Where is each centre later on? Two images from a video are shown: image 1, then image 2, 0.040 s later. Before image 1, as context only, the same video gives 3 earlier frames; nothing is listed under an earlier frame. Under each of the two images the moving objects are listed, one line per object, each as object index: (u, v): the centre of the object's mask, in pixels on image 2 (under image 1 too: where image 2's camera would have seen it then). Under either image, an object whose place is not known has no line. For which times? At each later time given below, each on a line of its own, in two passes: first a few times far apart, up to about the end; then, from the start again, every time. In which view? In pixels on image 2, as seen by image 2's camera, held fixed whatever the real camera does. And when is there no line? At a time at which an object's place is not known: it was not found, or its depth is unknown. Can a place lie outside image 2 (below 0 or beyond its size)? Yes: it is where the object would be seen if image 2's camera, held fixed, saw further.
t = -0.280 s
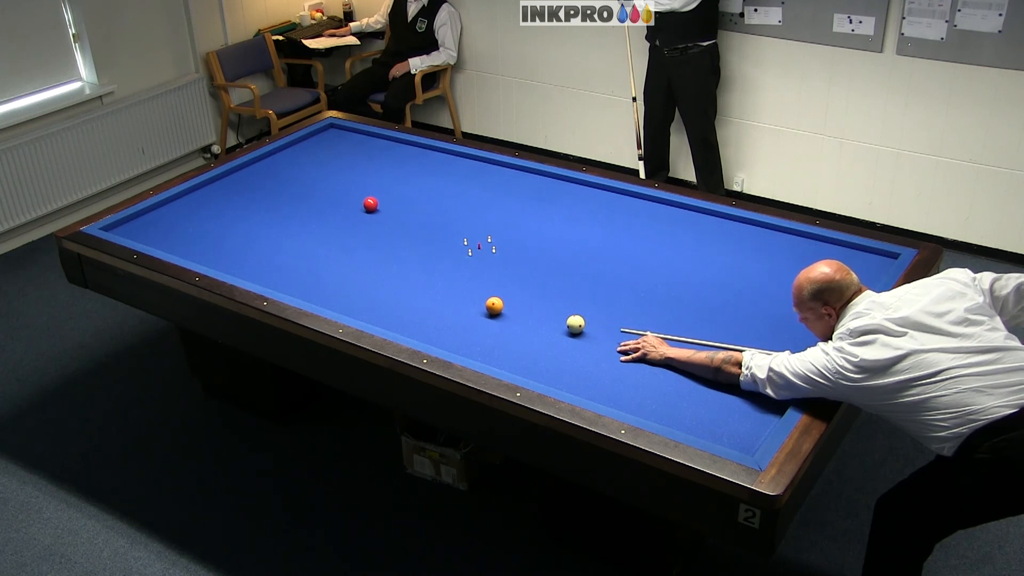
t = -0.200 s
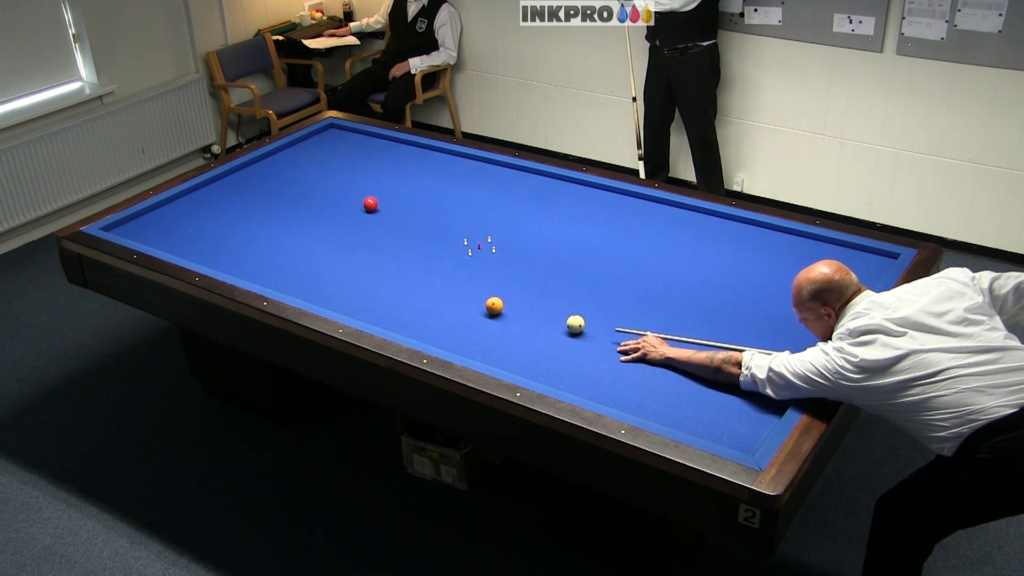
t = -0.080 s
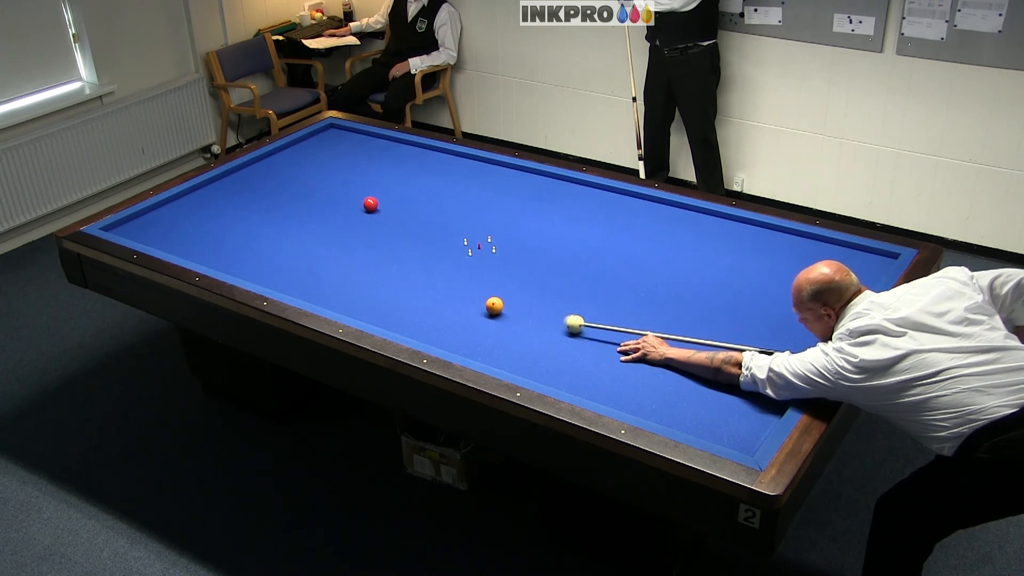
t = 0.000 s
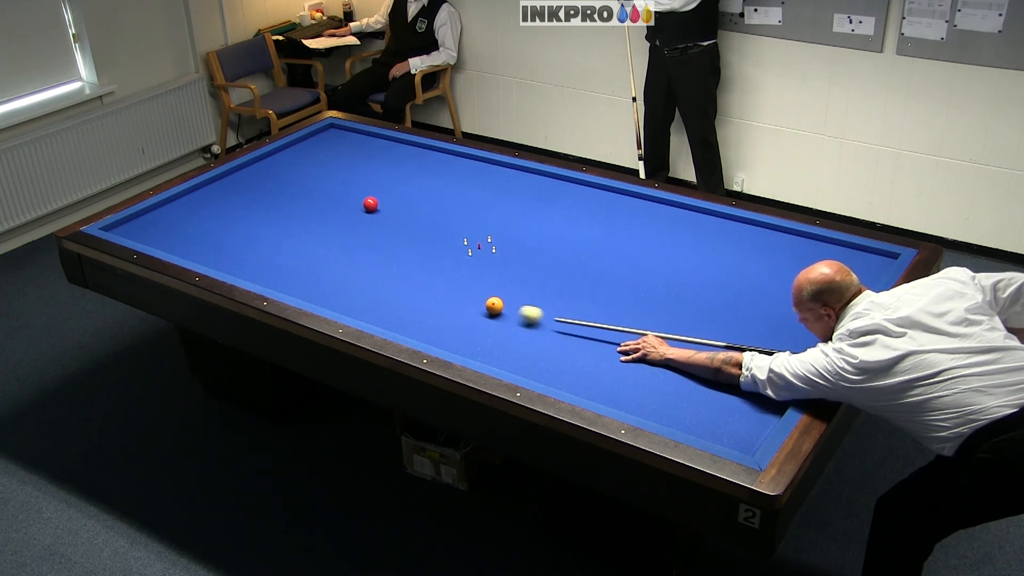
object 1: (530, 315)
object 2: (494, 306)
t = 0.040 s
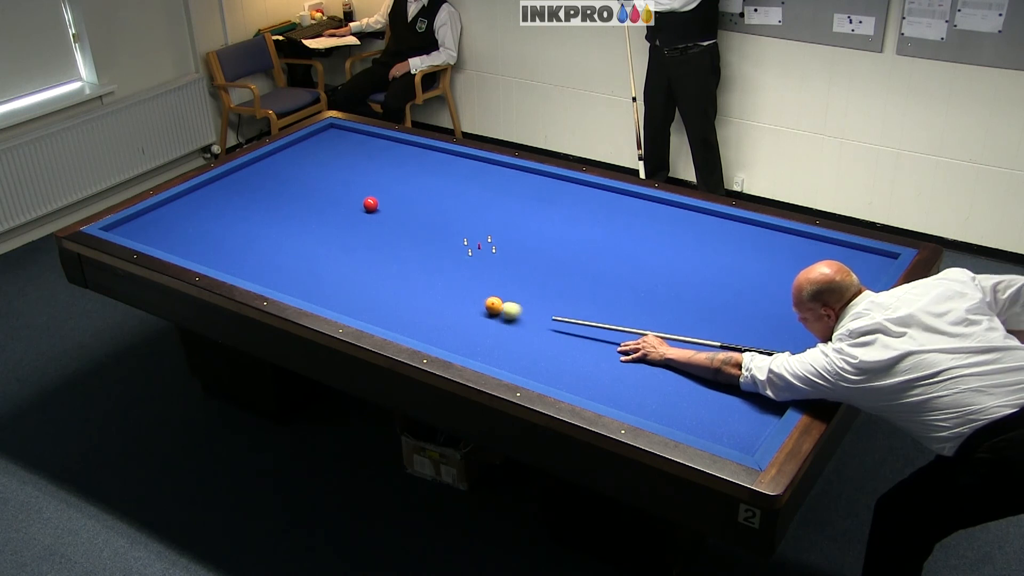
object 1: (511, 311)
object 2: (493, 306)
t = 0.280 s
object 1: (479, 319)
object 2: (411, 277)
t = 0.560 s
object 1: (433, 324)
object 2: (344, 253)
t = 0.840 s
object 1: (391, 325)
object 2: (286, 232)
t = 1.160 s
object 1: (383, 314)
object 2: (227, 211)
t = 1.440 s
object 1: (377, 304)
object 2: (183, 195)
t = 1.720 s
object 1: (371, 294)
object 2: (218, 203)
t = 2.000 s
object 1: (366, 286)
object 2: (250, 210)
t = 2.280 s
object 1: (361, 277)
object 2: (282, 217)
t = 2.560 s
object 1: (357, 270)
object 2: (315, 223)
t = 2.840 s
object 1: (353, 263)
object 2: (347, 230)
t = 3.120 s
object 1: (350, 257)
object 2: (380, 237)
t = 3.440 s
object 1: (347, 251)
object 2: (418, 245)
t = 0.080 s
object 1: (505, 313)
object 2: (479, 300)
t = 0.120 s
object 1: (502, 315)
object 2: (463, 295)
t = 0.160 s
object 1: (497, 316)
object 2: (449, 290)
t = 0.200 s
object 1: (492, 317)
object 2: (435, 285)
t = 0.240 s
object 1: (485, 318)
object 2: (422, 281)
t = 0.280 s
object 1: (479, 319)
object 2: (411, 277)
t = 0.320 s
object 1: (472, 320)
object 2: (400, 273)
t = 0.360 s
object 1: (466, 320)
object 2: (390, 269)
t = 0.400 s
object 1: (459, 321)
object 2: (380, 266)
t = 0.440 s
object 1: (453, 322)
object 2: (371, 263)
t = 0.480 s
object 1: (446, 322)
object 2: (362, 260)
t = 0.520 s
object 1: (440, 323)
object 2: (353, 256)
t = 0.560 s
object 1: (433, 324)
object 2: (344, 253)
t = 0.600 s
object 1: (427, 324)
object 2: (335, 250)
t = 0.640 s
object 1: (421, 325)
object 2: (327, 247)
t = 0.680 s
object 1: (415, 326)
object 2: (319, 244)
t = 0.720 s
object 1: (408, 326)
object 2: (311, 241)
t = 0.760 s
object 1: (402, 326)
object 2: (302, 238)
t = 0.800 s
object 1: (396, 326)
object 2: (294, 235)
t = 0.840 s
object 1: (391, 325)
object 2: (286, 232)
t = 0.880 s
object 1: (391, 324)
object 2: (278, 230)
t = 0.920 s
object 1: (389, 323)
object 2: (270, 227)
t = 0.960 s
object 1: (388, 321)
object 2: (263, 224)
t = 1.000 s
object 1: (387, 320)
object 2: (256, 221)
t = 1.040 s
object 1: (386, 319)
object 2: (248, 219)
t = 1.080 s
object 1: (385, 318)
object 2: (241, 216)
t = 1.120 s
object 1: (384, 317)
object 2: (234, 213)
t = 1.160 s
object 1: (383, 314)
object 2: (227, 211)
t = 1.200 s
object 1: (382, 313)
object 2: (220, 208)
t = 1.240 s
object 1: (381, 311)
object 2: (213, 206)
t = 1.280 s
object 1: (380, 310)
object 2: (206, 203)
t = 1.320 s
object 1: (379, 308)
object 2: (199, 201)
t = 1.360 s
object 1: (378, 307)
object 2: (193, 198)
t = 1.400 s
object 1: (378, 305)
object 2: (187, 196)
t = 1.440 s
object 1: (377, 304)
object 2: (183, 195)
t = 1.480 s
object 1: (376, 302)
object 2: (190, 196)
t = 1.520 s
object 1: (375, 301)
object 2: (195, 198)
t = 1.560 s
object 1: (374, 300)
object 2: (200, 199)
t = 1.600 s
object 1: (374, 298)
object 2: (205, 200)
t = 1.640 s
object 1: (373, 297)
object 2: (210, 201)
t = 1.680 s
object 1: (372, 295)
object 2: (214, 202)
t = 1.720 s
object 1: (371, 294)
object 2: (218, 203)
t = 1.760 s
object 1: (370, 293)
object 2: (223, 204)
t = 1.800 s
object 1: (370, 292)
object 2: (227, 205)
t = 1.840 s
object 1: (369, 290)
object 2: (232, 206)
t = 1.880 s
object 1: (368, 289)
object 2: (237, 207)
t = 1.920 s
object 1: (367, 288)
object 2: (241, 208)
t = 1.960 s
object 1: (367, 287)
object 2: (246, 209)
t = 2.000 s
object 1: (366, 286)
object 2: (250, 210)
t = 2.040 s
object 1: (365, 284)
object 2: (255, 210)
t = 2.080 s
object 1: (365, 283)
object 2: (259, 212)
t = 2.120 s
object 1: (364, 282)
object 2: (264, 213)
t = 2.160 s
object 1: (363, 281)
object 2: (268, 214)
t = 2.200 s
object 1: (363, 280)
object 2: (273, 215)
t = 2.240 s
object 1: (362, 278)
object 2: (277, 216)
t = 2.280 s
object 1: (361, 277)
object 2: (282, 217)
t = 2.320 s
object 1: (361, 276)
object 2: (287, 217)
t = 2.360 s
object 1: (360, 275)
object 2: (291, 218)
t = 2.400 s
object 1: (359, 274)
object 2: (296, 219)
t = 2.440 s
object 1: (359, 273)
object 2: (301, 220)
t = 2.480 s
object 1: (358, 272)
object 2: (305, 221)
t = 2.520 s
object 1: (358, 271)
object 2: (310, 222)
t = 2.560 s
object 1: (357, 270)
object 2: (315, 223)
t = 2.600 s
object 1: (357, 269)
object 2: (319, 224)
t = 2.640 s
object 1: (356, 268)
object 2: (324, 225)
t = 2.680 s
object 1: (355, 267)
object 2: (328, 226)
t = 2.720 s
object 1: (355, 266)
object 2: (333, 227)
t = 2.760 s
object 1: (354, 265)
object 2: (338, 228)
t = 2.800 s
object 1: (354, 264)
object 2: (342, 229)
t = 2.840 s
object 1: (353, 263)
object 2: (347, 230)
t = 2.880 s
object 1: (353, 262)
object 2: (352, 231)
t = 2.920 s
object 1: (352, 262)
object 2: (357, 232)
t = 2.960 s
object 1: (352, 261)
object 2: (361, 233)
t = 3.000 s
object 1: (351, 260)
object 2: (366, 234)
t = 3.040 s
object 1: (351, 259)
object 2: (371, 235)
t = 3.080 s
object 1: (350, 258)
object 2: (375, 236)
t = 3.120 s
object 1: (350, 257)
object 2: (380, 237)
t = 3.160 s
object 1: (350, 256)
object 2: (385, 238)
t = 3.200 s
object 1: (349, 255)
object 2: (390, 239)
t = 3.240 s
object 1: (349, 255)
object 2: (394, 240)
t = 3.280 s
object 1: (348, 254)
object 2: (399, 241)
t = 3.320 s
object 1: (348, 253)
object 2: (404, 242)
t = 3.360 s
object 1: (347, 252)
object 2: (408, 244)
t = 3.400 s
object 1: (347, 252)
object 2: (413, 245)
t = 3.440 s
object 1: (347, 251)
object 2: (418, 245)
